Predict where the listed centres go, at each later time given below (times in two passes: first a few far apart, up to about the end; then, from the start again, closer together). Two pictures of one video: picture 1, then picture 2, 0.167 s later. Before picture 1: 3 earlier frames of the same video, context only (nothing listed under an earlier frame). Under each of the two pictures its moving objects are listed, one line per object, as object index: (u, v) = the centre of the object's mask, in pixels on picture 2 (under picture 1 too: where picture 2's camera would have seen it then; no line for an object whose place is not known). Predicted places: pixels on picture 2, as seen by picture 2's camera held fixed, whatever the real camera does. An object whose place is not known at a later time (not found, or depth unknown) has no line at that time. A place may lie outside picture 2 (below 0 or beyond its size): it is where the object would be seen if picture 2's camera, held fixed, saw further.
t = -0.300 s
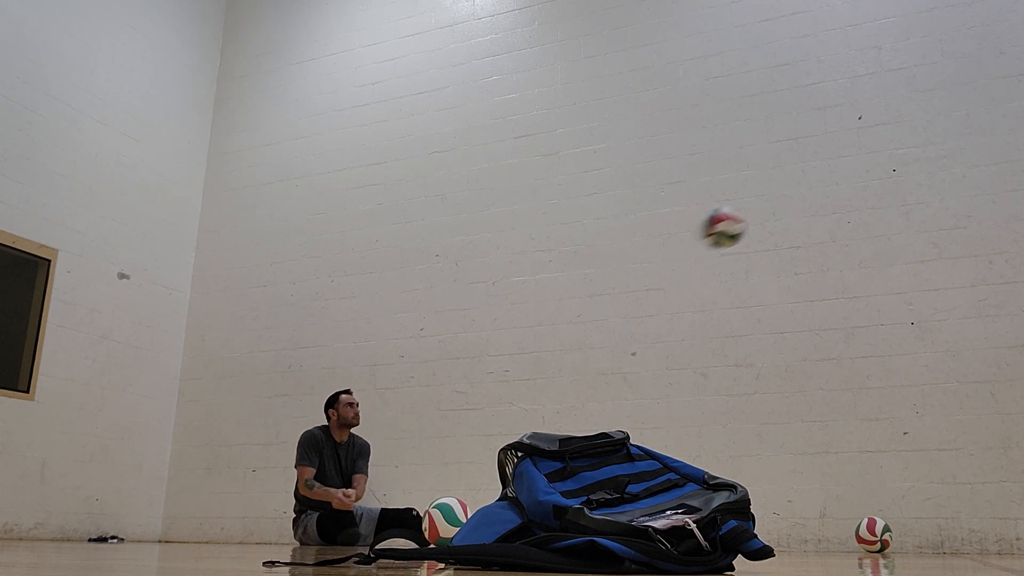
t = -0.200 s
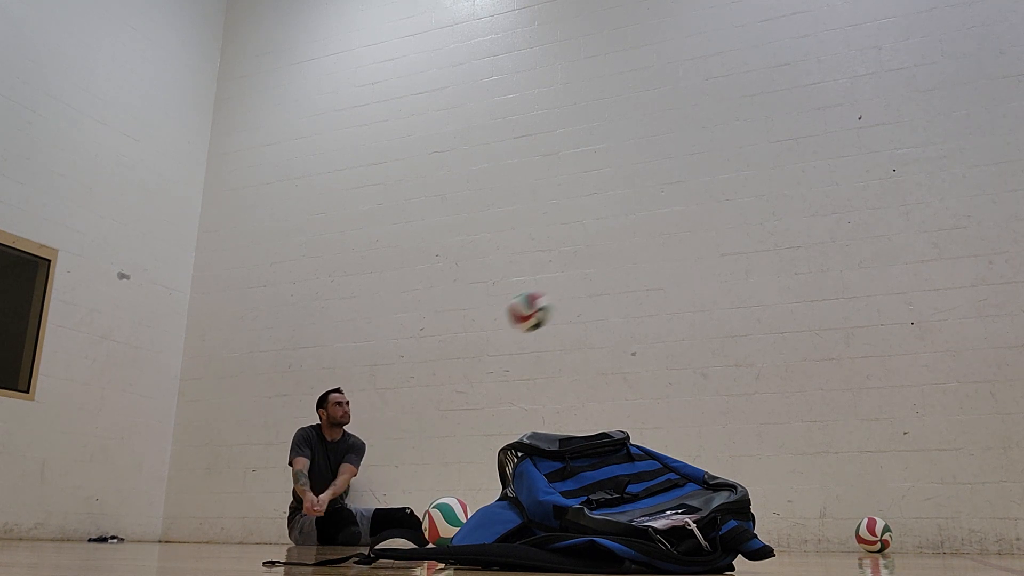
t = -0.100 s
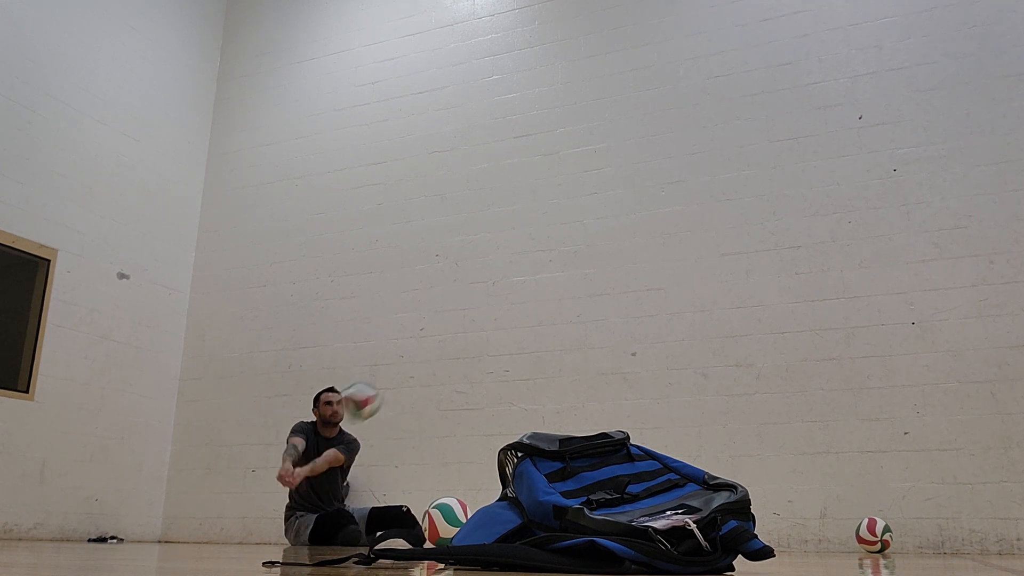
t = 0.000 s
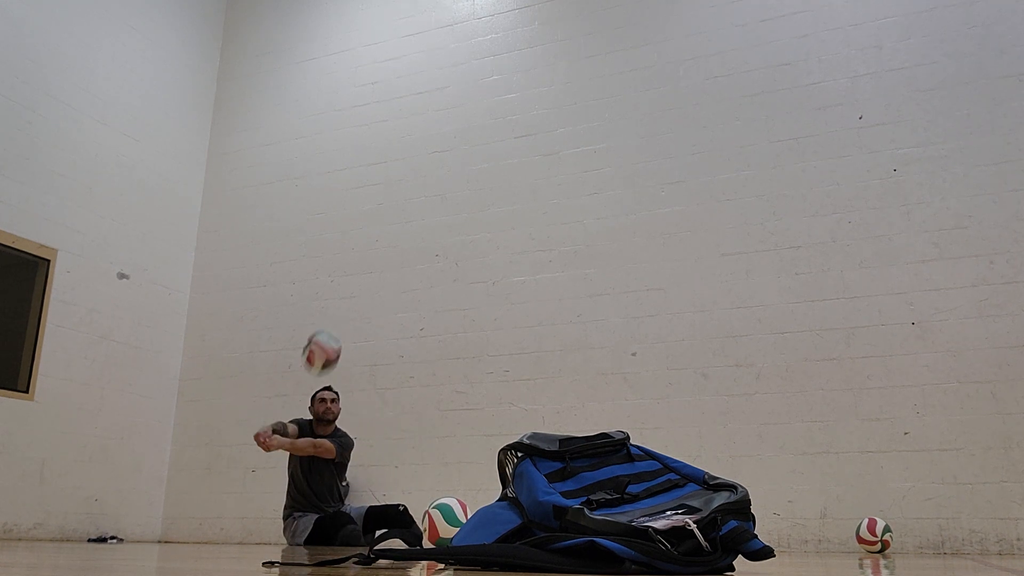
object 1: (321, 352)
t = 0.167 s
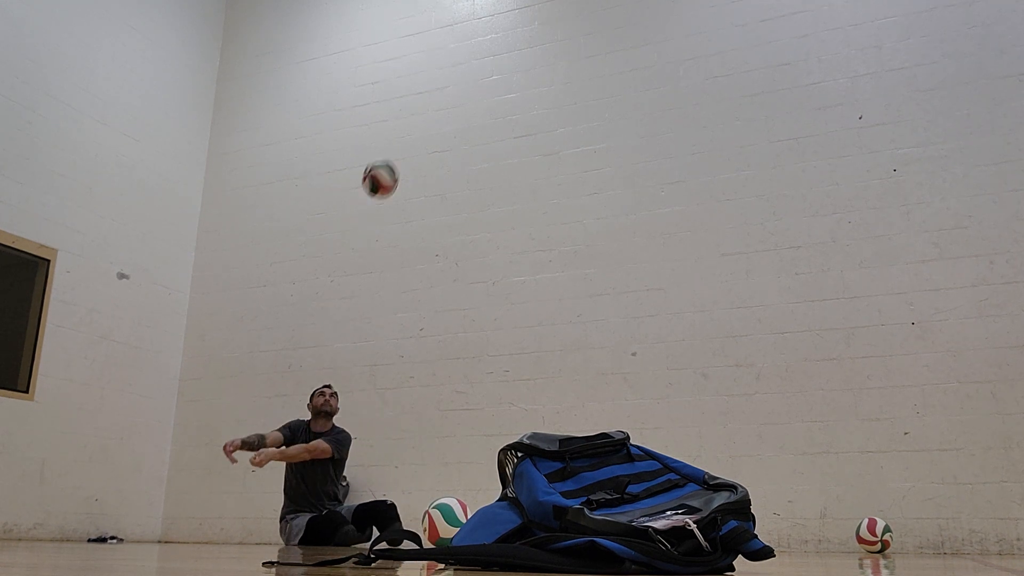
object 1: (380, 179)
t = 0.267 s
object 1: (412, 104)
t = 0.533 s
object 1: (484, 5)
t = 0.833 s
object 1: (559, 6)
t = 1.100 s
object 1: (630, 110)
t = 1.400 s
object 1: (726, 390)
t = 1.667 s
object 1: (755, 382)
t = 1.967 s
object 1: (752, 276)
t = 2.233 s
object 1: (751, 323)
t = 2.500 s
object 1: (762, 493)
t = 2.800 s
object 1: (754, 415)
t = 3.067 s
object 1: (754, 427)
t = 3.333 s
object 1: (765, 514)
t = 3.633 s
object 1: (752, 468)
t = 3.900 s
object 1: (761, 517)
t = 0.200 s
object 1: (391, 151)
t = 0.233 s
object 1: (402, 127)
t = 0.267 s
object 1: (412, 104)
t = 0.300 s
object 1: (421, 84)
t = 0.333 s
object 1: (431, 65)
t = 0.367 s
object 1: (440, 49)
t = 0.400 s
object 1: (449, 35)
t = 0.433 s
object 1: (457, 23)
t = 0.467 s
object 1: (466, 14)
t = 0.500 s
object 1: (475, 9)
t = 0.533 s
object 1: (484, 5)
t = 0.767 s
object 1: (542, 2)
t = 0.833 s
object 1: (559, 6)
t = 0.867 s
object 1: (567, 10)
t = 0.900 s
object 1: (576, 15)
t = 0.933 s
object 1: (584, 25)
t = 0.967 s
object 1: (593, 39)
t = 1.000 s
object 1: (602, 55)
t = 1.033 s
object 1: (612, 71)
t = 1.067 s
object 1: (621, 90)
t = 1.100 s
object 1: (630, 110)
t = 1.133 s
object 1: (640, 131)
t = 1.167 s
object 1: (649, 155)
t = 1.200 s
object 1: (659, 180)
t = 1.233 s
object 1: (668, 209)
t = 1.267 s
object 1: (679, 241)
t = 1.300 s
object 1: (691, 275)
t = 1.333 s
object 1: (702, 312)
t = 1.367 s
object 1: (714, 350)
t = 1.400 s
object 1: (726, 390)
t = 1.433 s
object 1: (738, 433)
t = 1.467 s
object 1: (754, 480)
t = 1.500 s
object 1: (771, 530)
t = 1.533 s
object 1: (766, 498)
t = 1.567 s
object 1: (760, 466)
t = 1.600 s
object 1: (759, 434)
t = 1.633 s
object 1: (756, 408)
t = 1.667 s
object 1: (755, 382)
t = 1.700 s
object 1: (754, 360)
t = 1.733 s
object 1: (752, 341)
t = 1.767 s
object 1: (751, 325)
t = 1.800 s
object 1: (750, 311)
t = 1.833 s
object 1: (753, 300)
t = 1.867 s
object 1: (753, 290)
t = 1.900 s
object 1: (752, 284)
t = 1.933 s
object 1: (752, 279)
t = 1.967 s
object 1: (752, 276)
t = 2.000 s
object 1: (751, 275)
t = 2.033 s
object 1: (751, 277)
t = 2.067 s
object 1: (751, 279)
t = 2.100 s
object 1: (751, 284)
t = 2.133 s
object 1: (751, 291)
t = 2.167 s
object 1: (751, 300)
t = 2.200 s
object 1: (751, 310)
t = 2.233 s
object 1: (751, 323)
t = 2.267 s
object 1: (750, 338)
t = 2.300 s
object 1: (751, 353)
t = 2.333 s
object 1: (752, 371)
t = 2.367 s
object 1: (753, 391)
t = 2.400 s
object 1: (755, 413)
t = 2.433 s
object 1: (756, 438)
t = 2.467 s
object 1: (758, 465)
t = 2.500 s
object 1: (762, 493)
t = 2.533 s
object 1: (767, 522)
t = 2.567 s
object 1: (766, 518)
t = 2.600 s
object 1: (763, 494)
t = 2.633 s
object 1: (758, 476)
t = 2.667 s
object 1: (756, 460)
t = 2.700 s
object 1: (755, 445)
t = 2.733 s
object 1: (755, 433)
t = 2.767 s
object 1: (754, 423)
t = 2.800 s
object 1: (754, 415)
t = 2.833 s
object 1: (753, 410)
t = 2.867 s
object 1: (753, 406)
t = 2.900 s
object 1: (753, 405)
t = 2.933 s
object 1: (753, 406)
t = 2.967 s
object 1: (753, 408)
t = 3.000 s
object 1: (753, 412)
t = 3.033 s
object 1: (754, 419)
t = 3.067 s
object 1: (754, 427)
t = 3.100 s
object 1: (755, 437)
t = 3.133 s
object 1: (756, 449)
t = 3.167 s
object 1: (756, 464)
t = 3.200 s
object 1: (758, 479)
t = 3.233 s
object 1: (762, 497)
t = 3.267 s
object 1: (766, 518)
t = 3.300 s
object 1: (767, 527)
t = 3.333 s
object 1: (765, 514)
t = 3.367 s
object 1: (763, 500)
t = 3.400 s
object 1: (759, 488)
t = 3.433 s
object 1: (757, 480)
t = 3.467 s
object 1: (755, 473)
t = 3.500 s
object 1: (754, 469)
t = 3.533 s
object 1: (753, 466)
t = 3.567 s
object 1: (753, 465)
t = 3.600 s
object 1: (752, 465)
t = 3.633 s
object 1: (752, 468)
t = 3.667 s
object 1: (752, 472)
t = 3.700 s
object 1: (753, 478)
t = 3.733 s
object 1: (755, 486)
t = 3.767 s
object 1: (758, 498)
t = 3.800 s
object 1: (761, 511)
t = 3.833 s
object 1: (762, 525)
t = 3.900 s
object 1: (761, 517)
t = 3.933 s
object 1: (759, 508)
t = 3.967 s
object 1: (758, 501)
